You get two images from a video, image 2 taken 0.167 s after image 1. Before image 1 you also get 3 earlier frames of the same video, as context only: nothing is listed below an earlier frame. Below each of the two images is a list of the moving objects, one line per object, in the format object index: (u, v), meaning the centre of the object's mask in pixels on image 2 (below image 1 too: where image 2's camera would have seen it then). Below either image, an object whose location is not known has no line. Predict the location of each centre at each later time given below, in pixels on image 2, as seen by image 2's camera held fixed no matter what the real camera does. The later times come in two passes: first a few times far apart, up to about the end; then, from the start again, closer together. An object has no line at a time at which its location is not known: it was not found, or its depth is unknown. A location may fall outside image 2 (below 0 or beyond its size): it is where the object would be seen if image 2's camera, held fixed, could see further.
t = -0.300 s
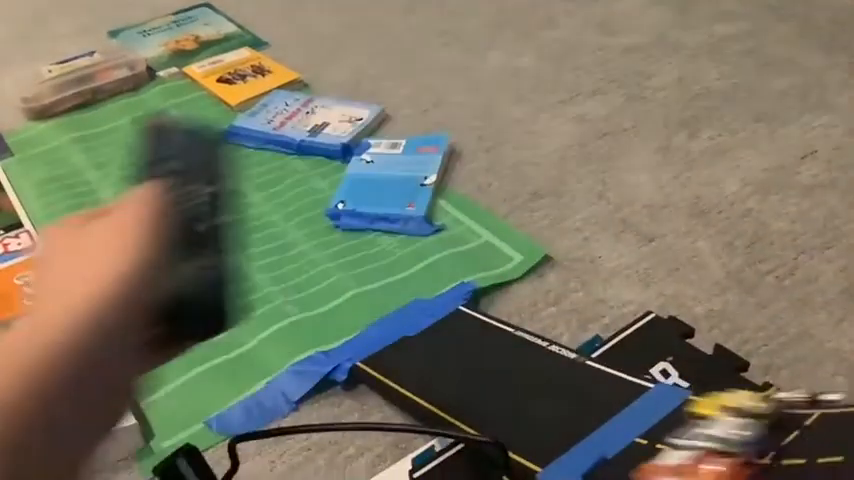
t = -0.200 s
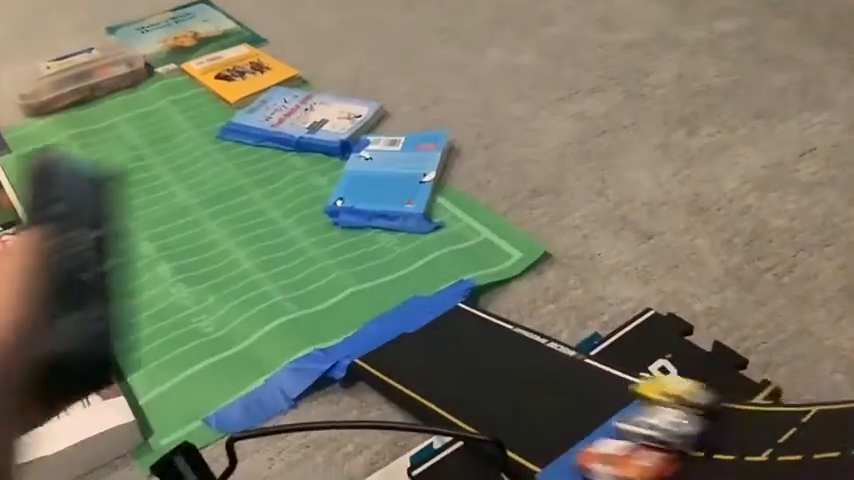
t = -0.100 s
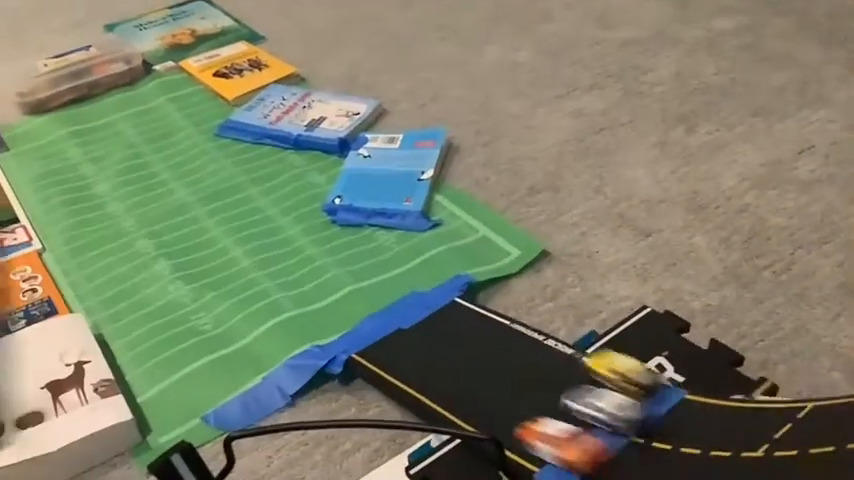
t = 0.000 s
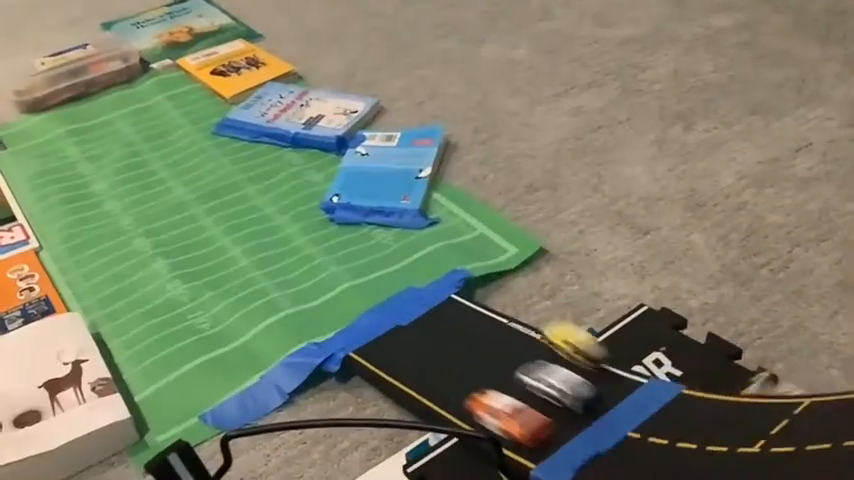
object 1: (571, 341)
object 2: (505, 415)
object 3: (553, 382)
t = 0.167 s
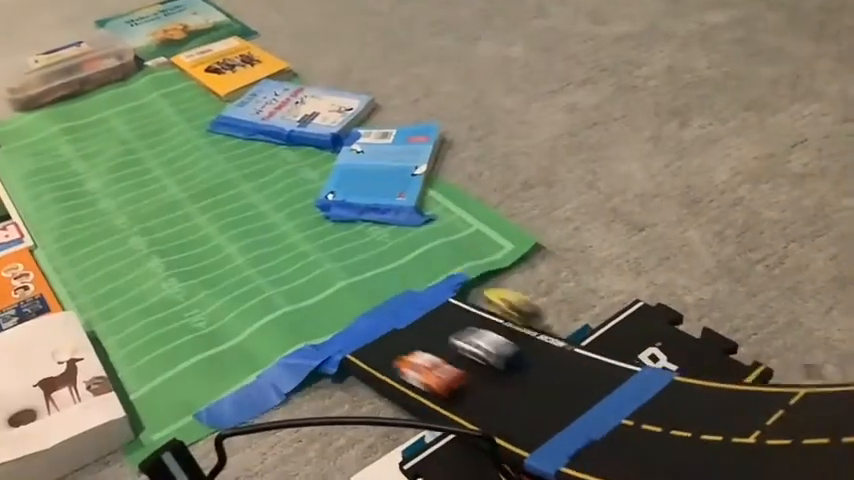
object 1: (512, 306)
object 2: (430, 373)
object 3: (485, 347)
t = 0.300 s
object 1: (472, 289)
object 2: (382, 352)
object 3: (441, 330)
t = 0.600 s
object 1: (407, 233)
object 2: (300, 298)
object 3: (356, 283)
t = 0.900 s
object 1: (353, 225)
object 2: (241, 245)
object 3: (295, 231)
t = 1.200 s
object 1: (311, 232)
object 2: (189, 203)
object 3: (246, 192)
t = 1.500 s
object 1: (286, 239)
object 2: (148, 173)
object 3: (207, 163)
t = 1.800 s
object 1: (274, 243)
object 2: (114, 147)
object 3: (179, 139)
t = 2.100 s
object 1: (273, 244)
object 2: (89, 127)
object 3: (157, 120)
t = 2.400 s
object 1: (273, 244)
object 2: (71, 109)
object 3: (139, 105)
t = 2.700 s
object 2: (71, 110)
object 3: (124, 92)
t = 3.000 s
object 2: (72, 111)
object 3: (123, 91)
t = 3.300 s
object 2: (72, 112)
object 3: (124, 92)
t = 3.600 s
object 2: (72, 112)
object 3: (124, 92)
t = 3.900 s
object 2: (72, 112)
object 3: (123, 92)
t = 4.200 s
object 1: (272, 244)
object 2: (72, 112)
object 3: (124, 92)
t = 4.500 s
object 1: (273, 244)
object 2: (72, 112)
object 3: (124, 92)
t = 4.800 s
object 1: (272, 244)
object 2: (72, 112)
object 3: (123, 92)
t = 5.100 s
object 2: (72, 112)
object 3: (124, 92)
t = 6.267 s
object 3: (124, 92)
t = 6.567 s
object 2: (71, 113)
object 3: (123, 92)
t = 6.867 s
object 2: (72, 113)
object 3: (123, 92)
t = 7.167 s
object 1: (272, 244)
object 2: (73, 113)
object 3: (123, 92)
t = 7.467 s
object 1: (272, 244)
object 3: (123, 92)
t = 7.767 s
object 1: (272, 244)
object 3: (122, 92)
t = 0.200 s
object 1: (501, 302)
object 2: (416, 367)
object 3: (475, 343)
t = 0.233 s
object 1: (490, 298)
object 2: (403, 361)
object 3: (463, 339)
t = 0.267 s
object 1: (482, 293)
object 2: (392, 357)
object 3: (450, 333)
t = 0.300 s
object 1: (472, 289)
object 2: (382, 352)
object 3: (441, 330)
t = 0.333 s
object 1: (462, 284)
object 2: (370, 349)
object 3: (429, 326)
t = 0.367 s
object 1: (453, 278)
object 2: (360, 345)
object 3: (419, 322)
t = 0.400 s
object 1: (446, 273)
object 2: (350, 341)
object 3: (411, 320)
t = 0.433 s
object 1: (440, 265)
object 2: (339, 336)
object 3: (401, 315)
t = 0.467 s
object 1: (433, 258)
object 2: (330, 328)
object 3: (390, 307)
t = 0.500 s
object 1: (426, 251)
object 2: (322, 321)
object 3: (381, 300)
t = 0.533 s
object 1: (419, 245)
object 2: (315, 314)
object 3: (373, 295)
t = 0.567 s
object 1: (413, 239)
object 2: (307, 305)
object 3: (365, 289)
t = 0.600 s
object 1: (407, 233)
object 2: (300, 298)
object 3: (356, 283)
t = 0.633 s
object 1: (400, 228)
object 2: (292, 290)
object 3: (349, 277)
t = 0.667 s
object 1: (394, 227)
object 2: (285, 284)
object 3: (342, 270)
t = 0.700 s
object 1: (387, 225)
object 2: (279, 277)
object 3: (334, 263)
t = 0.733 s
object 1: (381, 224)
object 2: (272, 271)
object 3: (328, 257)
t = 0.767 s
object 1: (375, 224)
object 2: (266, 266)
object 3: (321, 251)
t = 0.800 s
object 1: (370, 223)
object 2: (259, 261)
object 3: (315, 247)
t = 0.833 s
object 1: (364, 223)
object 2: (253, 256)
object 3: (307, 240)
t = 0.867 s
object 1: (358, 224)
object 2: (247, 251)
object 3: (301, 236)
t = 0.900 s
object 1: (353, 225)
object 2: (241, 245)
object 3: (295, 231)
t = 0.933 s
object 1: (348, 226)
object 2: (235, 239)
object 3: (289, 226)
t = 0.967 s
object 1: (342, 227)
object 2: (228, 233)
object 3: (284, 221)
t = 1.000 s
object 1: (338, 228)
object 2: (222, 229)
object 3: (279, 218)
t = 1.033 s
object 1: (332, 229)
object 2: (217, 224)
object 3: (272, 212)
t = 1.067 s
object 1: (329, 229)
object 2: (211, 220)
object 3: (268, 208)
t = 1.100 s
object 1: (324, 230)
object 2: (206, 216)
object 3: (263, 204)
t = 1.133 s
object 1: (319, 231)
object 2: (200, 211)
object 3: (257, 200)
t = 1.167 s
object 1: (315, 232)
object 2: (195, 207)
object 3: (252, 196)
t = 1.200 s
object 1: (311, 232)
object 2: (189, 203)
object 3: (246, 192)
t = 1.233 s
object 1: (308, 233)
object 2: (185, 199)
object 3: (242, 189)
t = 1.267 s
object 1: (305, 233)
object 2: (180, 195)
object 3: (237, 186)
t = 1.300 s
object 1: (302, 234)
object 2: (175, 192)
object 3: (232, 183)
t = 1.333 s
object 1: (298, 235)
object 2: (170, 188)
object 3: (228, 179)
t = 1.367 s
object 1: (295, 236)
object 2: (166, 185)
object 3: (223, 175)
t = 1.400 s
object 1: (293, 237)
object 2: (161, 182)
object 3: (219, 172)
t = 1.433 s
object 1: (290, 238)
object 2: (157, 179)
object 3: (214, 168)
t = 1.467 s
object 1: (288, 238)
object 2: (153, 176)
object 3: (211, 165)
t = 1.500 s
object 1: (286, 239)
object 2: (148, 173)
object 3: (207, 163)
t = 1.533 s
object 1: (283, 239)
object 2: (144, 169)
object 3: (204, 161)
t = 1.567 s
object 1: (281, 240)
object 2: (139, 166)
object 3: (200, 158)
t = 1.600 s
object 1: (279, 241)
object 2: (136, 163)
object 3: (196, 155)
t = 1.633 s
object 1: (278, 242)
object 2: (132, 160)
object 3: (192, 152)
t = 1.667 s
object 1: (277, 242)
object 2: (128, 157)
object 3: (189, 150)
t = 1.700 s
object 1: (276, 242)
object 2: (125, 155)
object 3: (186, 147)
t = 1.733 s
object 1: (275, 243)
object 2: (121, 152)
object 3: (183, 144)
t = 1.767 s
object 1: (275, 243)
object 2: (118, 149)
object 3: (181, 142)
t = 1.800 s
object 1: (274, 243)
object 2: (114, 147)
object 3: (179, 139)
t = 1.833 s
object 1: (273, 243)
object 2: (112, 144)
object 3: (175, 136)
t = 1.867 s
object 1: (273, 244)
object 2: (108, 142)
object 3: (173, 134)
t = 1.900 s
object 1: (273, 244)
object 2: (106, 140)
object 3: (171, 132)
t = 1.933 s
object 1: (273, 244)
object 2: (103, 138)
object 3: (167, 130)
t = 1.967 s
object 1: (273, 244)
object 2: (100, 135)
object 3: (165, 128)
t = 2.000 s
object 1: (273, 244)
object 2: (97, 132)
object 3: (162, 126)
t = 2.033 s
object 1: (273, 244)
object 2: (95, 130)
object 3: (161, 124)
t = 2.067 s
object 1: (273, 244)
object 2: (92, 128)
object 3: (159, 122)
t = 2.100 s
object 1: (273, 244)
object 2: (89, 127)
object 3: (157, 120)
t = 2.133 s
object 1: (273, 244)
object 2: (87, 125)
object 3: (155, 118)
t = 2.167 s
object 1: (273, 244)
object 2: (85, 122)
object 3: (152, 115)
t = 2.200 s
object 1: (273, 244)
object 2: (83, 120)
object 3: (151, 113)
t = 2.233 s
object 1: (273, 244)
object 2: (81, 118)
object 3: (149, 112)
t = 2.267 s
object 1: (272, 244)
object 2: (78, 116)
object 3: (147, 111)
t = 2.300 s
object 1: (272, 244)
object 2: (77, 114)
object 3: (145, 110)
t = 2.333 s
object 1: (272, 244)
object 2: (75, 113)
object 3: (143, 108)
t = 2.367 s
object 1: (272, 244)
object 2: (73, 111)
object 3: (141, 107)
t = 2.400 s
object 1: (273, 244)
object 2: (71, 109)
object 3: (139, 105)
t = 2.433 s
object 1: (273, 244)
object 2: (70, 108)
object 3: (137, 102)
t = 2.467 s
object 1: (272, 244)
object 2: (69, 108)
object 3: (135, 101)
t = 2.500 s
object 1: (272, 243)
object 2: (70, 108)
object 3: (133, 100)
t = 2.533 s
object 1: (272, 244)
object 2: (70, 108)
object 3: (132, 99)
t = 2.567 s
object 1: (272, 244)
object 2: (70, 109)
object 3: (131, 98)
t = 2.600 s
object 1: (272, 243)
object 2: (71, 109)
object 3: (129, 96)
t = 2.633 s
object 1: (272, 244)
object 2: (70, 109)
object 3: (126, 94)
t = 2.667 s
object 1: (272, 244)
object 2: (70, 110)
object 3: (124, 92)
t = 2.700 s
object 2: (71, 110)
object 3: (124, 92)
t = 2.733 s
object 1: (273, 244)
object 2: (71, 110)
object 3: (122, 91)
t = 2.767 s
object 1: (273, 244)
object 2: (71, 110)
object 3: (121, 90)
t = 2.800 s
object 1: (273, 244)
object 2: (71, 110)
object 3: (121, 90)
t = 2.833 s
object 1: (272, 244)
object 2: (71, 110)
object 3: (122, 90)
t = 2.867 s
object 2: (72, 111)
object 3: (122, 90)
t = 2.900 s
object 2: (72, 111)
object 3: (122, 90)
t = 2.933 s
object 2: (72, 111)
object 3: (122, 91)
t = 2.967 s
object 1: (273, 244)
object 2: (72, 111)
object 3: (123, 91)
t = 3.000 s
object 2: (72, 111)
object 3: (123, 91)
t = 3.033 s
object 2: (72, 112)
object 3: (123, 91)
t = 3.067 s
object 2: (72, 111)
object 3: (123, 91)
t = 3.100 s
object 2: (72, 111)
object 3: (123, 92)
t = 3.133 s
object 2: (72, 112)
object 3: (123, 92)
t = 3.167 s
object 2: (72, 112)
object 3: (123, 92)
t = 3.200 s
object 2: (73, 112)
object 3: (123, 92)
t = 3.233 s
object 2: (72, 112)
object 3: (123, 92)
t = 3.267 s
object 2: (73, 112)
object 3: (123, 92)
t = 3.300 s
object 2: (72, 112)
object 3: (124, 92)
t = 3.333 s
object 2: (72, 112)
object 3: (123, 92)
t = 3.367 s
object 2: (72, 112)
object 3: (123, 92)
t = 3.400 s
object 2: (72, 112)
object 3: (123, 92)
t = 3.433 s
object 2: (72, 112)
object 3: (124, 92)
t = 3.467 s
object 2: (72, 112)
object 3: (123, 92)
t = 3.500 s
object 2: (72, 112)
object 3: (123, 92)
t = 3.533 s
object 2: (72, 112)
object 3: (123, 92)
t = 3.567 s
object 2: (72, 112)
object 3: (124, 92)
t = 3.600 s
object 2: (72, 112)
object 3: (124, 92)
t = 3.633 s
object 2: (72, 112)
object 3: (124, 92)
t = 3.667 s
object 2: (72, 112)
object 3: (124, 92)
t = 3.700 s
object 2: (72, 112)
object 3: (124, 92)
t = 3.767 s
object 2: (72, 112)
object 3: (123, 92)
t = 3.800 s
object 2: (72, 112)
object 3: (123, 92)
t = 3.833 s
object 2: (72, 112)
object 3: (123, 92)
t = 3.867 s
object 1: (272, 244)
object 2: (72, 112)
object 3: (123, 92)
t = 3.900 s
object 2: (72, 112)
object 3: (123, 92)
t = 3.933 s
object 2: (72, 112)
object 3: (123, 92)
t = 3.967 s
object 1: (272, 244)
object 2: (72, 112)
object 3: (123, 92)
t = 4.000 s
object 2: (72, 112)
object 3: (123, 92)
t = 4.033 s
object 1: (272, 244)
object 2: (72, 112)
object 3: (123, 92)
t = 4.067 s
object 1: (273, 244)
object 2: (72, 112)
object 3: (123, 92)
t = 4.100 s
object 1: (273, 244)
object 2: (72, 112)
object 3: (123, 92)
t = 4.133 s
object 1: (273, 244)
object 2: (72, 112)
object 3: (124, 92)
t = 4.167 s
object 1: (273, 244)
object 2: (72, 112)
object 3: (123, 92)
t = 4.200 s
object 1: (272, 244)
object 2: (72, 112)
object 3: (124, 92)
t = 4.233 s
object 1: (272, 244)
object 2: (72, 112)
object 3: (124, 92)
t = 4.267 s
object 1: (273, 244)
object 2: (72, 112)
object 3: (124, 92)
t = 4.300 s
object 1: (273, 244)
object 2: (72, 112)
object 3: (123, 92)
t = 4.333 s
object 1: (273, 244)
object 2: (72, 112)
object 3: (124, 92)
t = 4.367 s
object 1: (273, 244)
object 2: (71, 112)
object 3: (124, 92)
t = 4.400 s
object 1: (273, 244)
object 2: (72, 112)
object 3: (124, 92)
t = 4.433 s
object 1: (273, 244)
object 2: (72, 112)
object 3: (124, 92)
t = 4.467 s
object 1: (273, 244)
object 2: (72, 112)
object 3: (124, 92)
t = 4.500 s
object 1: (273, 244)
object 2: (72, 112)
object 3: (124, 92)
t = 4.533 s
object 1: (272, 244)
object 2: (71, 112)
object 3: (124, 92)
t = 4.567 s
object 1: (273, 244)
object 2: (72, 112)
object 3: (124, 92)
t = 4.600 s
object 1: (273, 244)
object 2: (72, 112)
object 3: (124, 92)
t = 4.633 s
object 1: (272, 244)
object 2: (72, 112)
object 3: (124, 92)
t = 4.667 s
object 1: (272, 244)
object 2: (72, 112)
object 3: (124, 92)
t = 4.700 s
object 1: (272, 244)
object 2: (72, 112)
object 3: (124, 92)
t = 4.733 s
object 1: (272, 244)
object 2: (72, 112)
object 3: (124, 92)
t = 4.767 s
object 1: (272, 244)
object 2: (72, 112)
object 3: (124, 92)
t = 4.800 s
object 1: (272, 244)
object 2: (72, 112)
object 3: (123, 92)
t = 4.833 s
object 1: (272, 244)
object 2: (72, 112)
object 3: (124, 92)
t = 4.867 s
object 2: (72, 112)
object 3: (124, 92)
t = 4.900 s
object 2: (72, 112)
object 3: (123, 92)
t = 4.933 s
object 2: (72, 112)
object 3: (124, 92)
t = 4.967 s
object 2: (72, 112)
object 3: (124, 92)
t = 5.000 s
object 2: (72, 112)
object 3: (123, 92)
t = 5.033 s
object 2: (72, 112)
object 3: (123, 92)
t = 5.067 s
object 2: (72, 112)
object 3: (123, 92)
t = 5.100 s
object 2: (72, 112)
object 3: (124, 92)
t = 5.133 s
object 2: (72, 112)
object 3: (123, 92)
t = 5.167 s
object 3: (123, 92)
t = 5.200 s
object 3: (123, 92)
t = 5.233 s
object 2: (72, 112)
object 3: (123, 92)
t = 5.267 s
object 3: (123, 92)
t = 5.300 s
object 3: (124, 92)
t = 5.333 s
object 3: (123, 92)
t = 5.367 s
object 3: (124, 92)
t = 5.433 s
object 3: (123, 92)
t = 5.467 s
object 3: (123, 92)
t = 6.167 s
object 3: (123, 92)
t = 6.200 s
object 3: (123, 92)
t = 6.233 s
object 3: (123, 92)
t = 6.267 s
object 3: (124, 92)
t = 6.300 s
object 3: (123, 92)
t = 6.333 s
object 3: (123, 92)
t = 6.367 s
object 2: (72, 112)
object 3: (123, 92)
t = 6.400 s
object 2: (72, 113)
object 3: (123, 92)
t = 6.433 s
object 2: (72, 113)
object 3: (123, 92)
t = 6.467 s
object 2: (72, 113)
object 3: (124, 92)
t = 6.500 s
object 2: (72, 113)
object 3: (123, 92)
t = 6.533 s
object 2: (72, 113)
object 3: (123, 92)
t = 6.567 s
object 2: (71, 113)
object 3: (123, 92)
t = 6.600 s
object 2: (72, 113)
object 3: (123, 92)
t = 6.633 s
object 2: (72, 113)
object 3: (123, 92)
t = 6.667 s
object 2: (72, 113)
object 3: (123, 92)
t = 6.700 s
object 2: (72, 113)
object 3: (123, 92)
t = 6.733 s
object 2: (72, 113)
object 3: (123, 92)
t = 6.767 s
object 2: (72, 113)
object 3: (123, 92)
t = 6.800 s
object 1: (272, 244)
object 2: (72, 113)
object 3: (123, 92)
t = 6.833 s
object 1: (272, 244)
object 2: (72, 113)
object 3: (123, 92)
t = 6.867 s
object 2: (72, 113)
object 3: (123, 92)
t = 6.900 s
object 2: (72, 113)
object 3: (123, 92)
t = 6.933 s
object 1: (272, 244)
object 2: (72, 113)
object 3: (123, 92)
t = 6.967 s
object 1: (272, 244)
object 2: (72, 113)
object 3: (123, 92)
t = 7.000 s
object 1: (272, 244)
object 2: (72, 113)
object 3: (123, 92)
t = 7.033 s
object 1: (272, 244)
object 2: (72, 113)
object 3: (123, 92)
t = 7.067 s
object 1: (272, 244)
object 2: (73, 113)
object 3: (123, 92)
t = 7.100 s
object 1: (272, 244)
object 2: (72, 113)
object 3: (123, 92)
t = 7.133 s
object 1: (272, 244)
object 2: (73, 113)
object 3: (123, 92)
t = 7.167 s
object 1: (272, 244)
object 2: (73, 113)
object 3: (123, 92)
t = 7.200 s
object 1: (272, 244)
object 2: (73, 113)
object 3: (123, 92)
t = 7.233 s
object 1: (272, 244)
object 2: (73, 113)
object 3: (123, 92)
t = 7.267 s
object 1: (272, 244)
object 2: (74, 113)
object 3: (123, 92)
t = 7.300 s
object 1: (272, 244)
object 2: (74, 113)
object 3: (123, 92)
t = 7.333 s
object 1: (272, 244)
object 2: (74, 113)
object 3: (123, 92)
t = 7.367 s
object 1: (272, 244)
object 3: (123, 92)
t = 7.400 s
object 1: (272, 244)
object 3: (123, 92)
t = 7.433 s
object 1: (272, 244)
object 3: (123, 92)
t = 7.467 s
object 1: (272, 244)
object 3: (123, 92)
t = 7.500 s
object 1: (272, 244)
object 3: (123, 92)
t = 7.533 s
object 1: (272, 244)
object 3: (123, 92)
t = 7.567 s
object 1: (272, 244)
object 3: (123, 92)
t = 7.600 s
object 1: (272, 244)
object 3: (123, 92)
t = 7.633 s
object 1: (272, 244)
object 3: (123, 92)
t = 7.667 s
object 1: (272, 244)
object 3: (123, 92)
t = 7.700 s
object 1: (272, 244)
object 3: (122, 92)
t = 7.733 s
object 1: (271, 244)
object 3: (122, 92)
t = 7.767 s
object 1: (272, 244)
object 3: (122, 92)
